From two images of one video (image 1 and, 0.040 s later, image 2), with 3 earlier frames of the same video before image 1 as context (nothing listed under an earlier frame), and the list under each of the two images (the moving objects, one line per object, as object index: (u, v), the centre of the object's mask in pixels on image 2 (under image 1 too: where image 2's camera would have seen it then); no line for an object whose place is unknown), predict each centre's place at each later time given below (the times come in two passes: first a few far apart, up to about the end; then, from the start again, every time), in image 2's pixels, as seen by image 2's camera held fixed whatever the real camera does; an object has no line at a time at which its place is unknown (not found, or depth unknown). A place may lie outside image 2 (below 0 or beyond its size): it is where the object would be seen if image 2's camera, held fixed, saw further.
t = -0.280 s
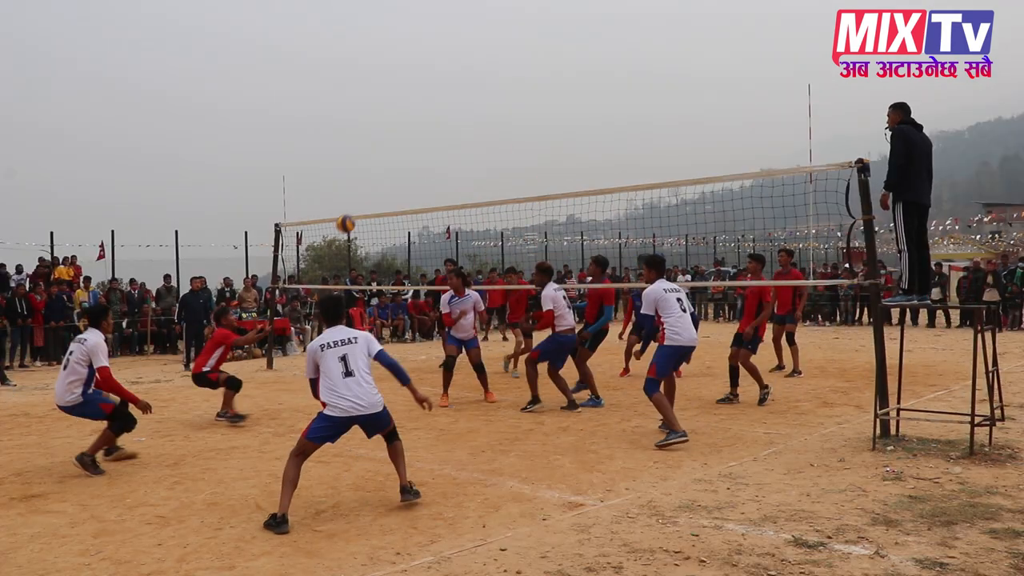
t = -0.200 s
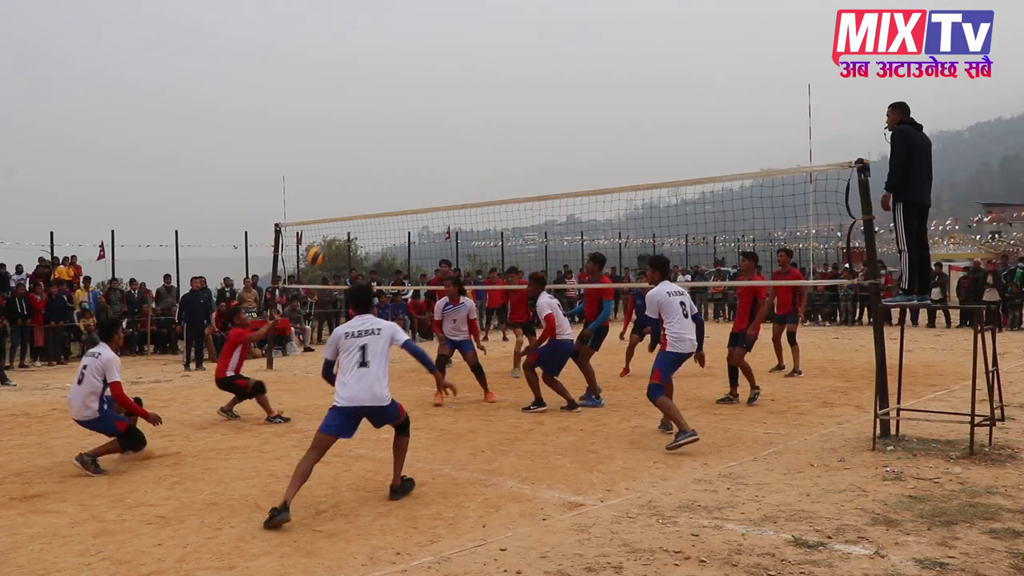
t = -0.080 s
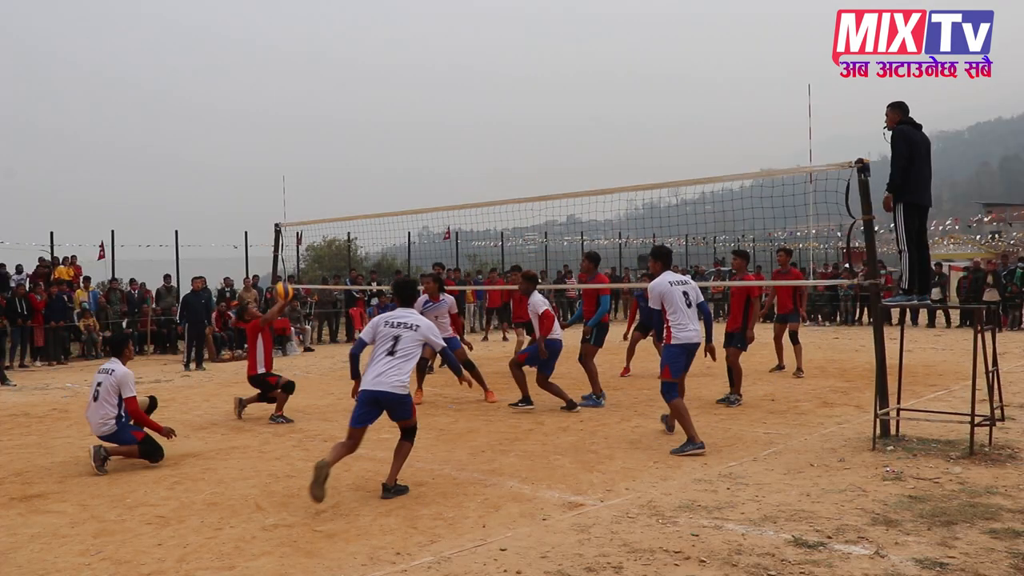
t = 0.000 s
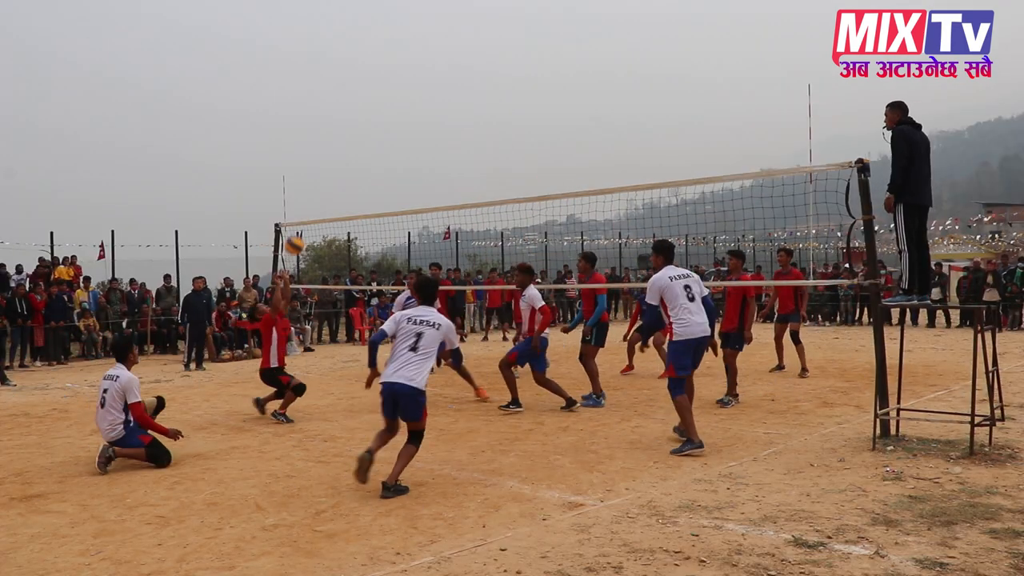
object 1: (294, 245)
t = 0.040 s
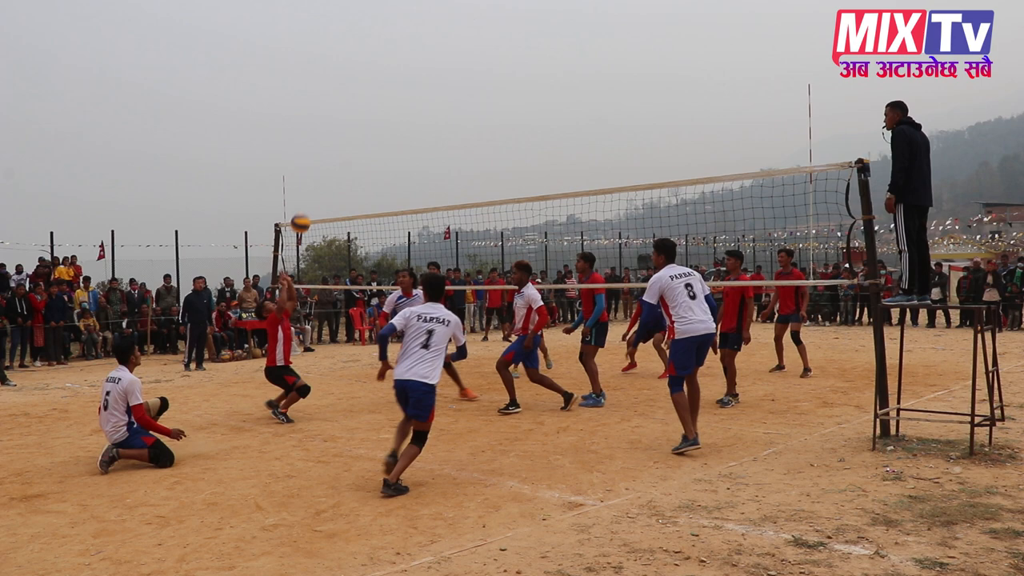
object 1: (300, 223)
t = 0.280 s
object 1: (338, 121)
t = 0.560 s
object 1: (385, 67)
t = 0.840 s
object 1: (435, 87)
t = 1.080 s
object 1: (482, 167)
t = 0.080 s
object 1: (306, 203)
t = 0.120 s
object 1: (312, 184)
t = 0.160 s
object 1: (318, 166)
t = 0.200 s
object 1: (325, 150)
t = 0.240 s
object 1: (331, 135)
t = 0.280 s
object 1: (338, 121)
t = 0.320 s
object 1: (345, 109)
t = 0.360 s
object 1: (351, 99)
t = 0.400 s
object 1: (358, 89)
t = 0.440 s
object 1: (365, 81)
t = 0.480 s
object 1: (371, 75)
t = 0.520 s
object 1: (378, 70)
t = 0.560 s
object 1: (385, 67)
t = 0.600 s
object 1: (392, 65)
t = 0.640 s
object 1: (399, 64)
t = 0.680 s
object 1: (406, 66)
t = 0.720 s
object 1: (413, 69)
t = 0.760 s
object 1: (421, 73)
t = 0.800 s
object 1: (428, 79)
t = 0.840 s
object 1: (435, 87)
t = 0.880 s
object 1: (443, 96)
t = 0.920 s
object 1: (450, 107)
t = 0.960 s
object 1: (458, 119)
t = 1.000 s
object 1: (466, 133)
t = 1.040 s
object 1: (474, 150)
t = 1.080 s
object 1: (482, 167)
